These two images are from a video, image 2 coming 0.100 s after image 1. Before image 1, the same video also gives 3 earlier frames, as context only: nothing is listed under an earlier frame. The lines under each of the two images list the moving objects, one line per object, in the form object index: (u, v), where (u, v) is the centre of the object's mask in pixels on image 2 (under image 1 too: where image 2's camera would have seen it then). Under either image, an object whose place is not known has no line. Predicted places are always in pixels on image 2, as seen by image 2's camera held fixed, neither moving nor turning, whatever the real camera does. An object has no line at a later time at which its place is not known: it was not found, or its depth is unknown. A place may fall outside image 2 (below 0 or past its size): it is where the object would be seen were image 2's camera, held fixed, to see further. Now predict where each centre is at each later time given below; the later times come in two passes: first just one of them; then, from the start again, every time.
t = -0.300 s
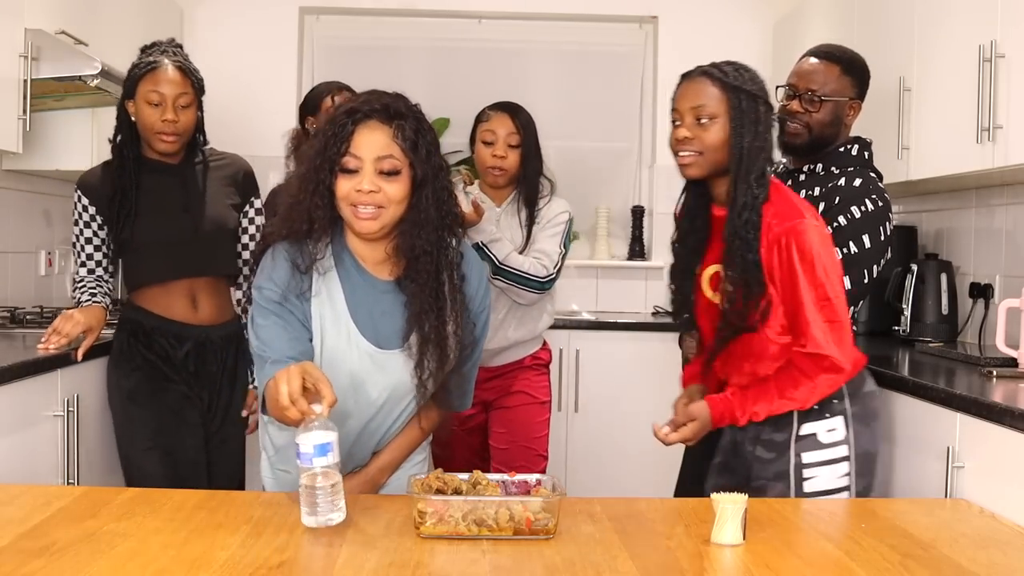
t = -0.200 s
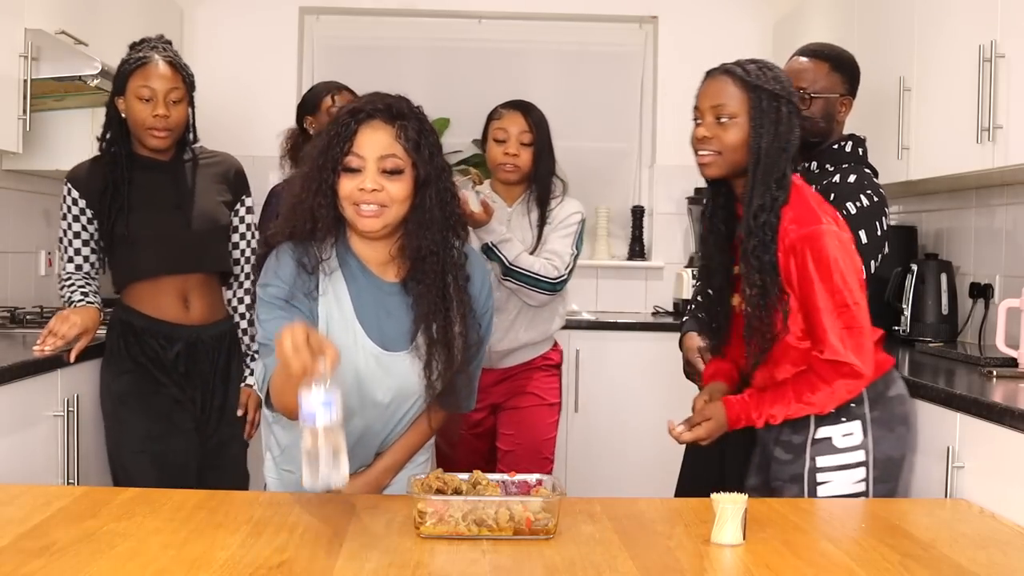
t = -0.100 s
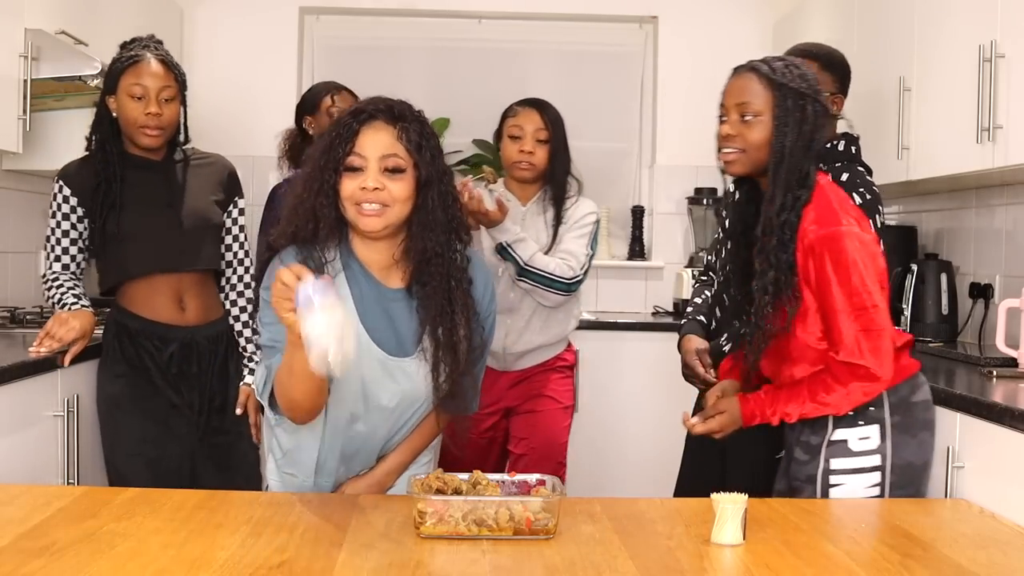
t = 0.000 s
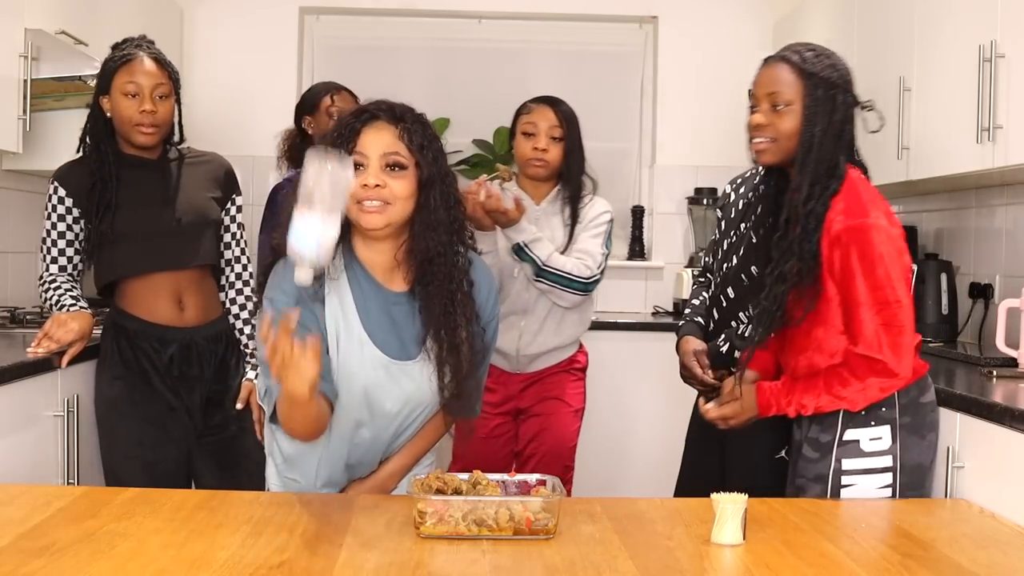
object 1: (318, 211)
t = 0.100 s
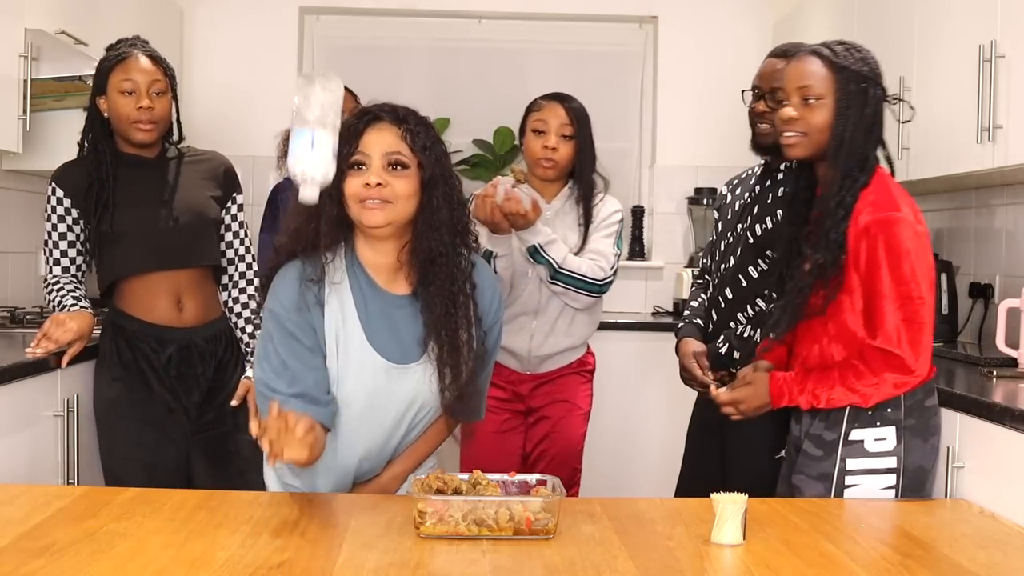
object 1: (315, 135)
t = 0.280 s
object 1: (308, 168)
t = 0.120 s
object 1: (314, 127)
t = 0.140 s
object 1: (314, 121)
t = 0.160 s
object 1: (313, 119)
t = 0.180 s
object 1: (313, 119)
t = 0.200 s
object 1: (312, 124)
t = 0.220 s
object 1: (311, 130)
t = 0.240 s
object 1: (311, 140)
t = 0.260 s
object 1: (309, 151)
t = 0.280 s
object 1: (308, 168)
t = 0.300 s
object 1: (306, 186)
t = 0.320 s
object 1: (306, 210)
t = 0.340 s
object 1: (302, 233)
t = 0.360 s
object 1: (301, 261)
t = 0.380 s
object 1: (299, 292)
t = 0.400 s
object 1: (296, 326)
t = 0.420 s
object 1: (294, 362)
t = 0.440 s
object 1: (291, 405)
